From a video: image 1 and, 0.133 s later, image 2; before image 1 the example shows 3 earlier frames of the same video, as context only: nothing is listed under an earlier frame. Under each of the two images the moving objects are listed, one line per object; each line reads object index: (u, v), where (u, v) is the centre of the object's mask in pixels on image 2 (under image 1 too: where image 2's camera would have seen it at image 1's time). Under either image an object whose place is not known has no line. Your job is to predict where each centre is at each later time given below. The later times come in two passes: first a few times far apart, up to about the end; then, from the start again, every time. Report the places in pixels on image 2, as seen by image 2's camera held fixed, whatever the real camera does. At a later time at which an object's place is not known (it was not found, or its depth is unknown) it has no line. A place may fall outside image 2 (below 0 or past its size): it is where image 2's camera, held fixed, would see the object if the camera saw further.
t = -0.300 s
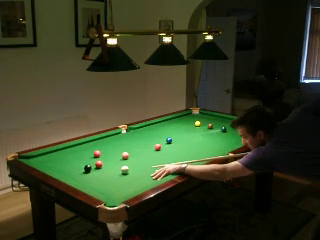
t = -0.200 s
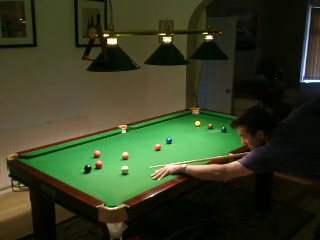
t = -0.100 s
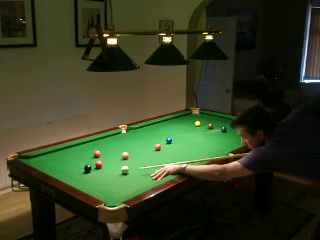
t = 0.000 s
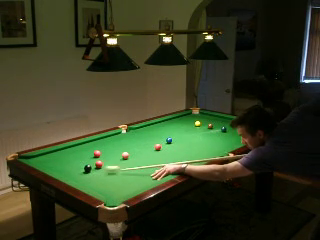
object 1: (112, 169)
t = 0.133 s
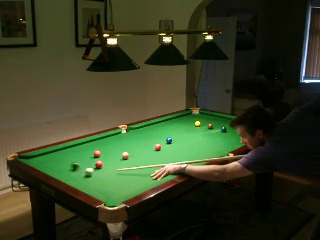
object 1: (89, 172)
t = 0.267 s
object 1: (79, 176)
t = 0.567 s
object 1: (83, 177)
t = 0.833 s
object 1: (98, 173)
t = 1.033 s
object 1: (107, 171)
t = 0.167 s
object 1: (86, 173)
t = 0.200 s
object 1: (83, 174)
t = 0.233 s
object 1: (81, 175)
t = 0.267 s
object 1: (79, 176)
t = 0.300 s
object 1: (77, 176)
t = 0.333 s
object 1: (74, 176)
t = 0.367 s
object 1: (72, 177)
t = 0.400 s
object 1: (73, 177)
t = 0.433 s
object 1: (75, 177)
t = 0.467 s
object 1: (77, 177)
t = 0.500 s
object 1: (79, 177)
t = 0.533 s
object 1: (80, 177)
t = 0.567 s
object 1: (83, 177)
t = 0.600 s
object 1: (84, 176)
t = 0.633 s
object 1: (86, 176)
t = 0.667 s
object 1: (88, 175)
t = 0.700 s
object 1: (90, 175)
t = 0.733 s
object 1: (92, 174)
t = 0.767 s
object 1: (94, 174)
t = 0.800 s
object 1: (96, 174)
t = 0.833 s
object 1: (98, 173)
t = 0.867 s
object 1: (99, 173)
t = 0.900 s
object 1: (101, 173)
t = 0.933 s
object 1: (103, 172)
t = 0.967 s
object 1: (104, 172)
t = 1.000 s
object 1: (106, 172)
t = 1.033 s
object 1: (107, 171)
